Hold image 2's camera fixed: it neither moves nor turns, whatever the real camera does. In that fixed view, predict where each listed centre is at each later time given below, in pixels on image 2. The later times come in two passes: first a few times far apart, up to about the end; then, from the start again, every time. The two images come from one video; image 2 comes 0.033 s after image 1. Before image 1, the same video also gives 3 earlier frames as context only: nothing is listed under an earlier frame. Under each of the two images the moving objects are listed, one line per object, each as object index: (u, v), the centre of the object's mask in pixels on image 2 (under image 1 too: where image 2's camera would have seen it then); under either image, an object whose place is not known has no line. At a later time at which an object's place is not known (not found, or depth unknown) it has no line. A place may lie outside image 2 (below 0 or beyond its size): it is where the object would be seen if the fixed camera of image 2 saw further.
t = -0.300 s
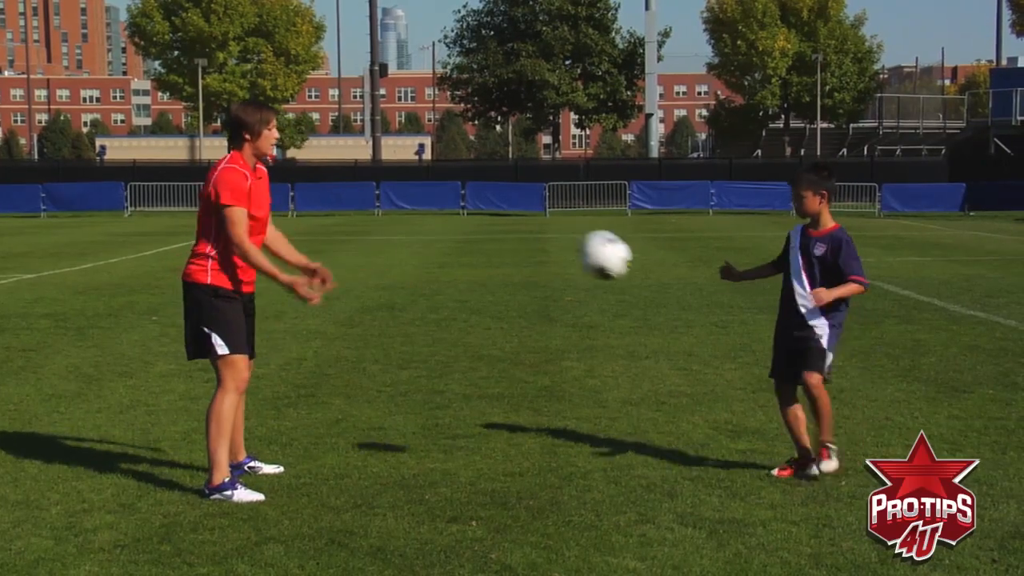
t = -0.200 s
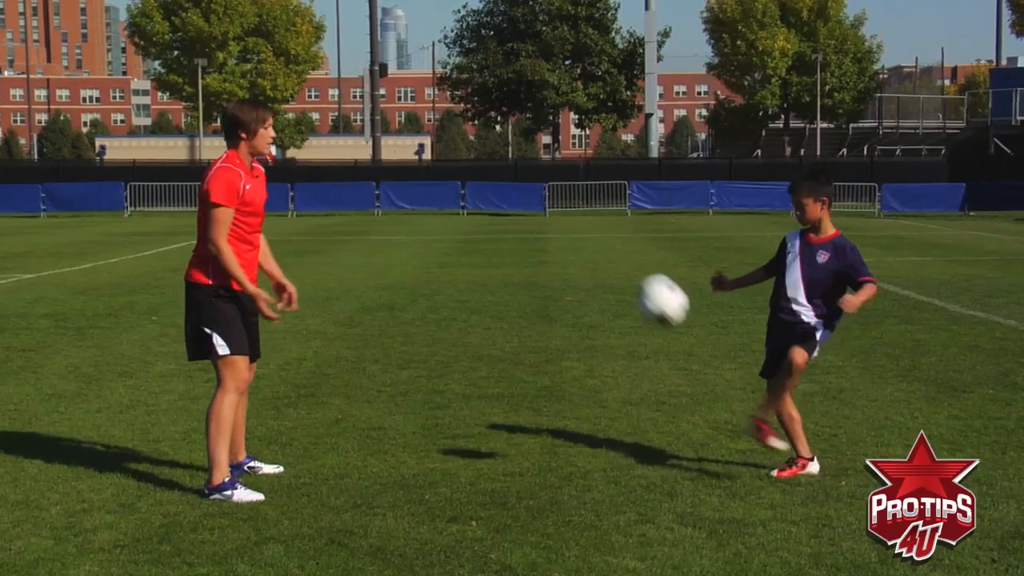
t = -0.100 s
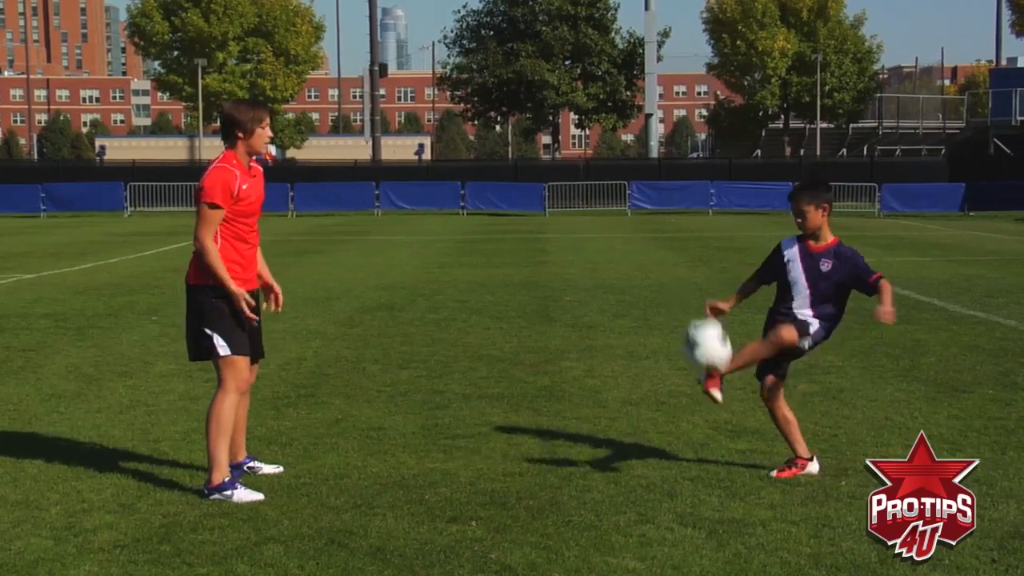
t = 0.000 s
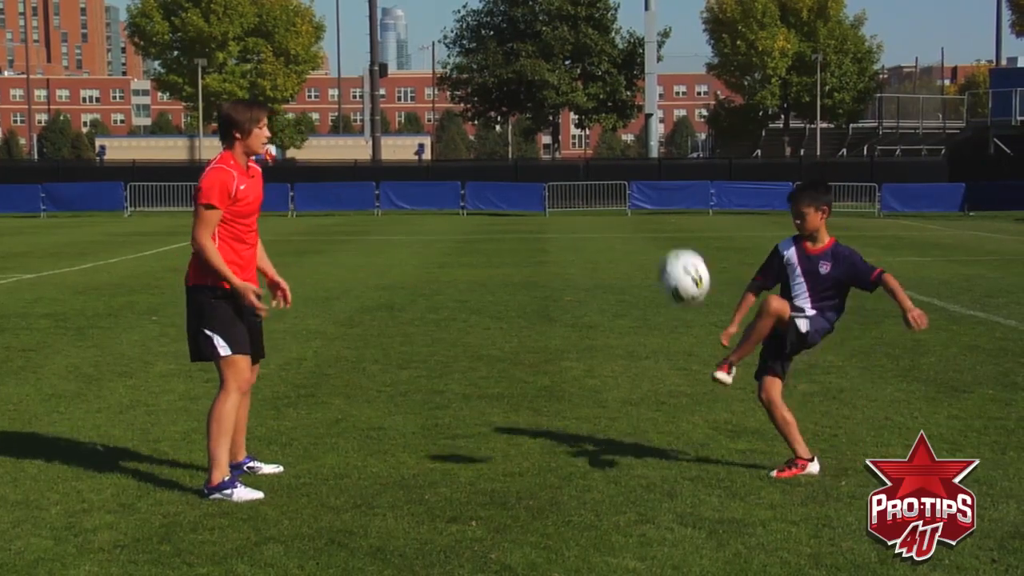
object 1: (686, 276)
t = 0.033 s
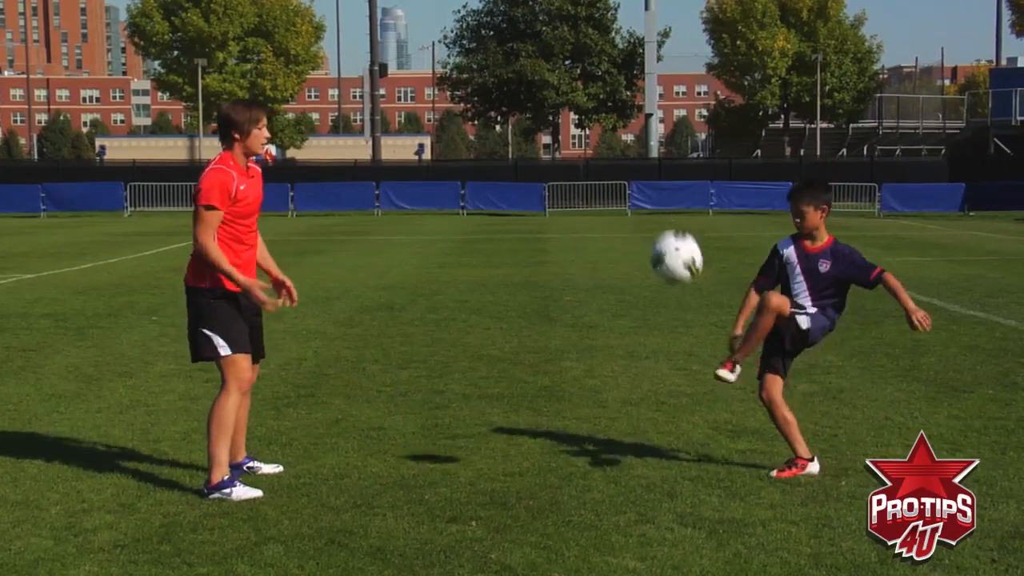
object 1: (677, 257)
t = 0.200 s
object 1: (635, 197)
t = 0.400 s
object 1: (582, 208)
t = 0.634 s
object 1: (513, 361)
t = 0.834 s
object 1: (450, 551)
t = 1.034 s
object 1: (401, 479)
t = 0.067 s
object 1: (669, 240)
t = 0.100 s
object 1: (661, 226)
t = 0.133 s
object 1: (653, 214)
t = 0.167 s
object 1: (644, 205)
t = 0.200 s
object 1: (635, 197)
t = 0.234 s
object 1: (627, 192)
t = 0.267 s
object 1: (617, 188)
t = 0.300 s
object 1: (609, 189)
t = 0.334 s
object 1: (601, 192)
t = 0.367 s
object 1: (592, 199)
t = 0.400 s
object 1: (582, 208)
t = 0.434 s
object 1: (573, 220)
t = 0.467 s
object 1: (564, 236)
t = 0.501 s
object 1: (554, 253)
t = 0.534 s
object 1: (544, 275)
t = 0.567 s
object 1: (533, 300)
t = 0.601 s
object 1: (522, 329)
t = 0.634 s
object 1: (513, 361)
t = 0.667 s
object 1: (503, 398)
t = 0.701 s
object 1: (492, 440)
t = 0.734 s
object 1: (481, 485)
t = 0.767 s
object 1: (469, 533)
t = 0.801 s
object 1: (458, 562)
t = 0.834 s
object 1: (450, 551)
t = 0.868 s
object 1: (442, 536)
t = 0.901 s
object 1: (434, 517)
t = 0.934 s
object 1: (425, 503)
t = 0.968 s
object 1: (417, 492)
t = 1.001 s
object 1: (408, 485)
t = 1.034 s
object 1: (401, 479)
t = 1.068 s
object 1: (390, 478)
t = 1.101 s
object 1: (380, 481)
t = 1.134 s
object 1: (371, 487)
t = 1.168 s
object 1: (362, 497)
